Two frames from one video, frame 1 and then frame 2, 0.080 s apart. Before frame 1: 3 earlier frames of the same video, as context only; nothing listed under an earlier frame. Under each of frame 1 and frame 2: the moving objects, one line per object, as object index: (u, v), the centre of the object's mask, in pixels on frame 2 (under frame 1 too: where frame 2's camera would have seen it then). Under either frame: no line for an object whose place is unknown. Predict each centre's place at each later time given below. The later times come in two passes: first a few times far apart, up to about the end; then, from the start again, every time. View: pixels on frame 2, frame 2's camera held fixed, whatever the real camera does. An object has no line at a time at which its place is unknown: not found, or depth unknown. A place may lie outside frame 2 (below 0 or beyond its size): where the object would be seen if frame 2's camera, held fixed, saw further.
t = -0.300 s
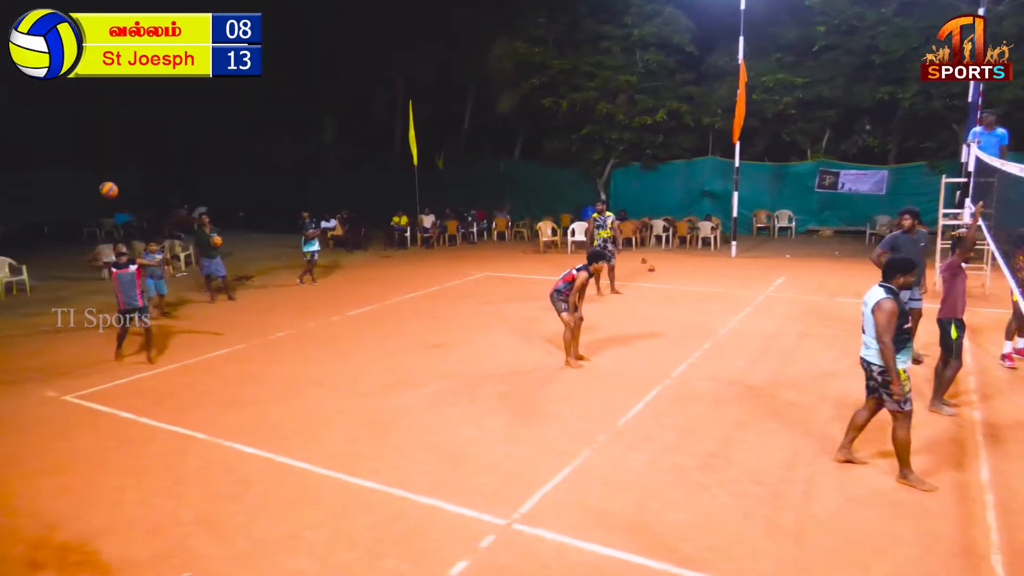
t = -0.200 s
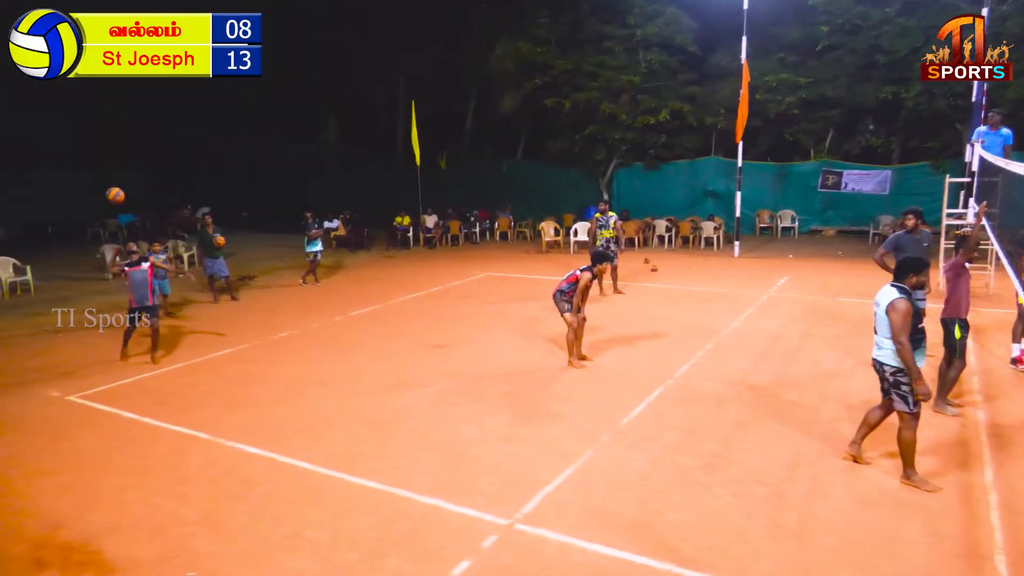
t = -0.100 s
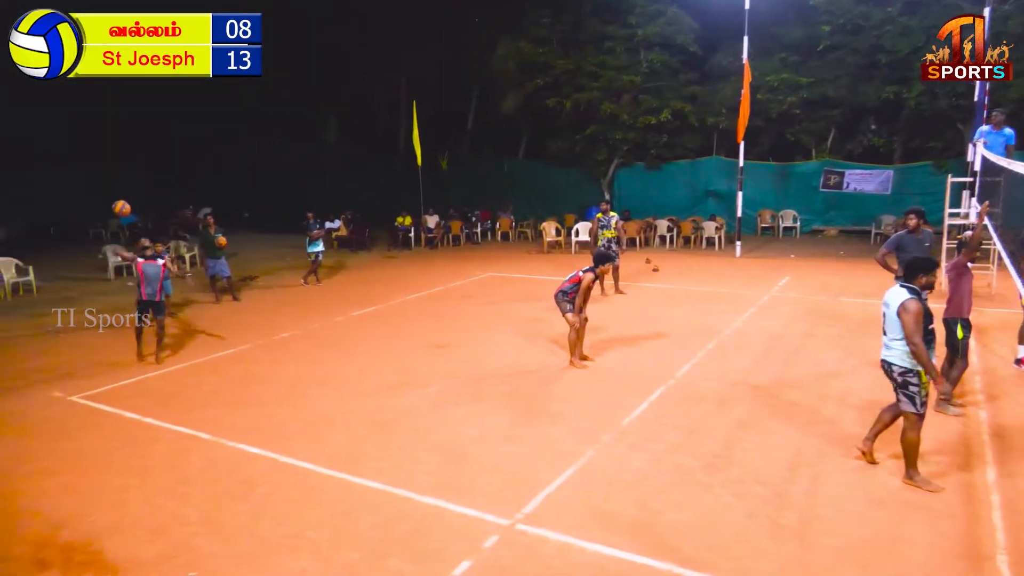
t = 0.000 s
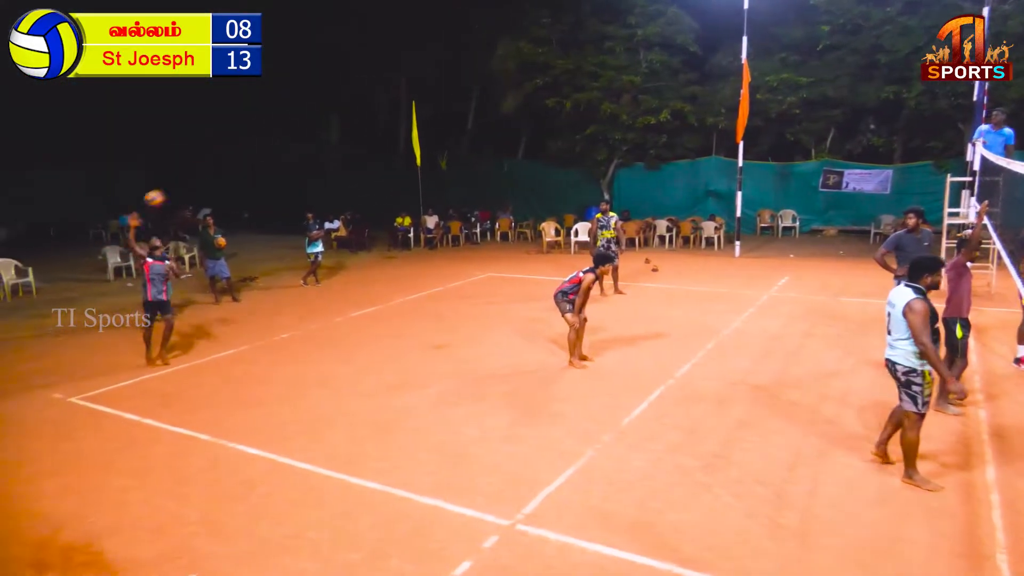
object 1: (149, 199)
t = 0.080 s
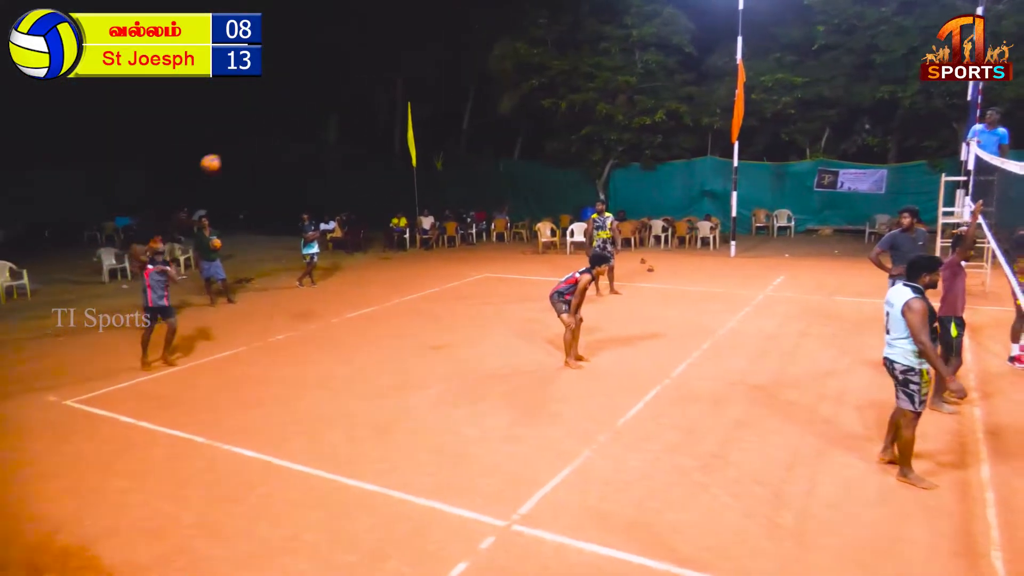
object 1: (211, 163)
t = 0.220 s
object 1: (333, 105)
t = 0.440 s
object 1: (559, 46)
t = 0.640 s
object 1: (798, 37)
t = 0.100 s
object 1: (227, 154)
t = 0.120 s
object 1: (244, 145)
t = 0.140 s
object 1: (261, 137)
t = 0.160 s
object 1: (279, 128)
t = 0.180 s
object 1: (297, 120)
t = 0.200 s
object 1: (314, 113)
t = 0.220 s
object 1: (333, 105)
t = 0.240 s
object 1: (352, 98)
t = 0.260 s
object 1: (371, 92)
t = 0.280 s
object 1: (391, 86)
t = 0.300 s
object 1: (410, 80)
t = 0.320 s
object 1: (430, 74)
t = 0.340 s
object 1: (451, 68)
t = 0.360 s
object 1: (472, 63)
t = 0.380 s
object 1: (493, 59)
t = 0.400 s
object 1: (513, 54)
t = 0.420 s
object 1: (536, 50)
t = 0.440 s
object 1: (559, 46)
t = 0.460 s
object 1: (582, 43)
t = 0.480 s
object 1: (605, 41)
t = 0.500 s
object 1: (628, 39)
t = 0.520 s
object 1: (652, 38)
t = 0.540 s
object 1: (675, 37)
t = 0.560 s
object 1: (699, 36)
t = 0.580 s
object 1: (723, 36)
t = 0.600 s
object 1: (747, 36)
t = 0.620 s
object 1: (773, 36)
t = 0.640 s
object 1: (798, 37)
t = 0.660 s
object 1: (824, 39)
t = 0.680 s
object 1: (850, 41)
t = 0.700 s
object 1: (876, 45)
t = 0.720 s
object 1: (902, 48)
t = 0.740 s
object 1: (928, 52)
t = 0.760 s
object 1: (955, 57)
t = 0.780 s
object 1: (982, 61)
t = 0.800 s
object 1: (1007, 68)
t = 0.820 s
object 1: (1035, 73)
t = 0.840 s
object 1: (1061, 80)
